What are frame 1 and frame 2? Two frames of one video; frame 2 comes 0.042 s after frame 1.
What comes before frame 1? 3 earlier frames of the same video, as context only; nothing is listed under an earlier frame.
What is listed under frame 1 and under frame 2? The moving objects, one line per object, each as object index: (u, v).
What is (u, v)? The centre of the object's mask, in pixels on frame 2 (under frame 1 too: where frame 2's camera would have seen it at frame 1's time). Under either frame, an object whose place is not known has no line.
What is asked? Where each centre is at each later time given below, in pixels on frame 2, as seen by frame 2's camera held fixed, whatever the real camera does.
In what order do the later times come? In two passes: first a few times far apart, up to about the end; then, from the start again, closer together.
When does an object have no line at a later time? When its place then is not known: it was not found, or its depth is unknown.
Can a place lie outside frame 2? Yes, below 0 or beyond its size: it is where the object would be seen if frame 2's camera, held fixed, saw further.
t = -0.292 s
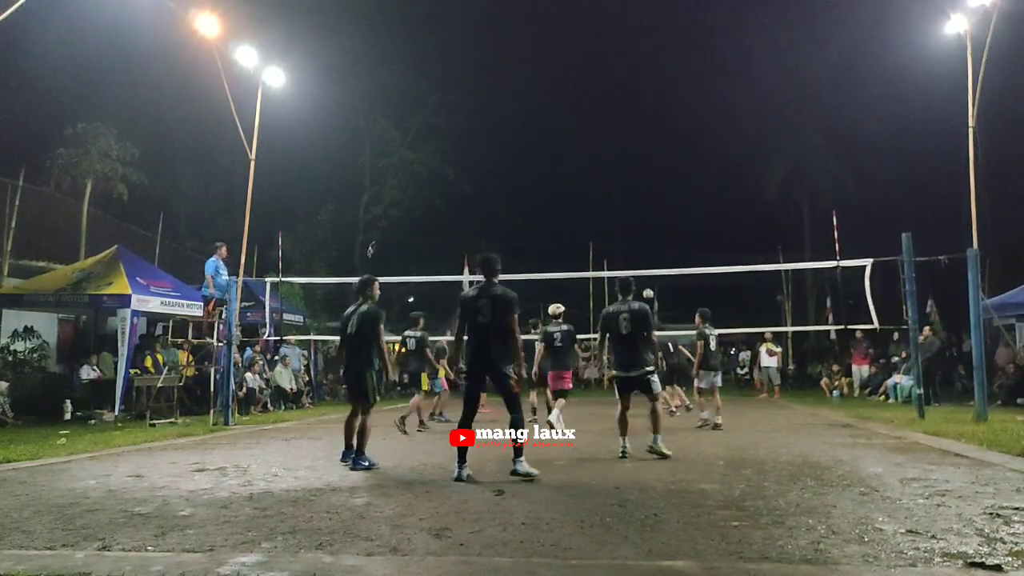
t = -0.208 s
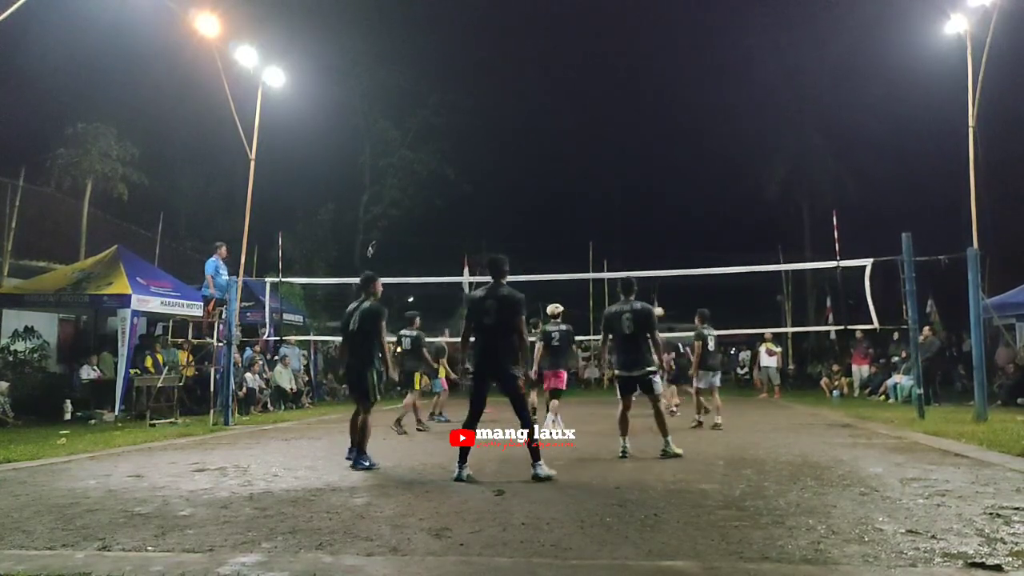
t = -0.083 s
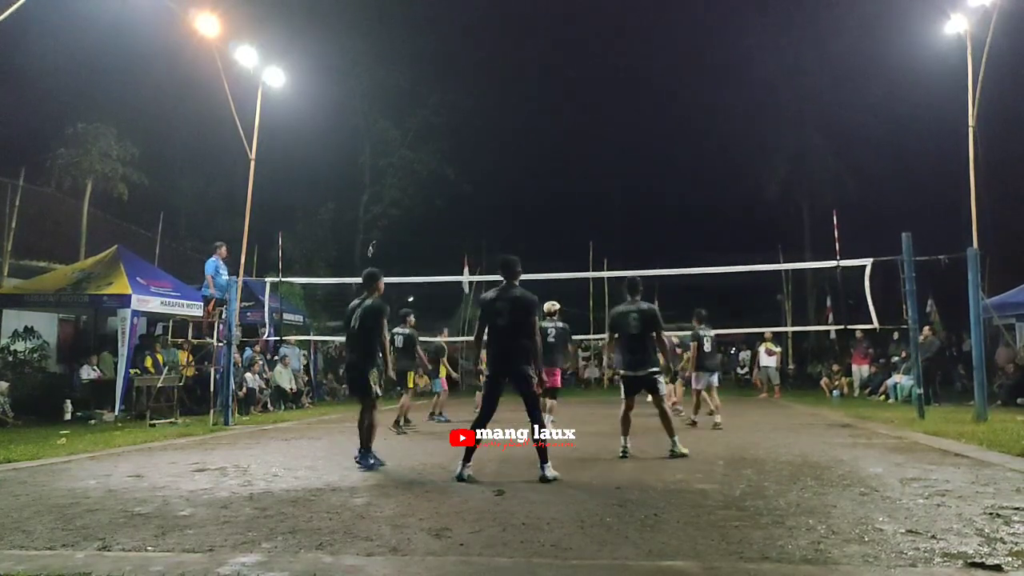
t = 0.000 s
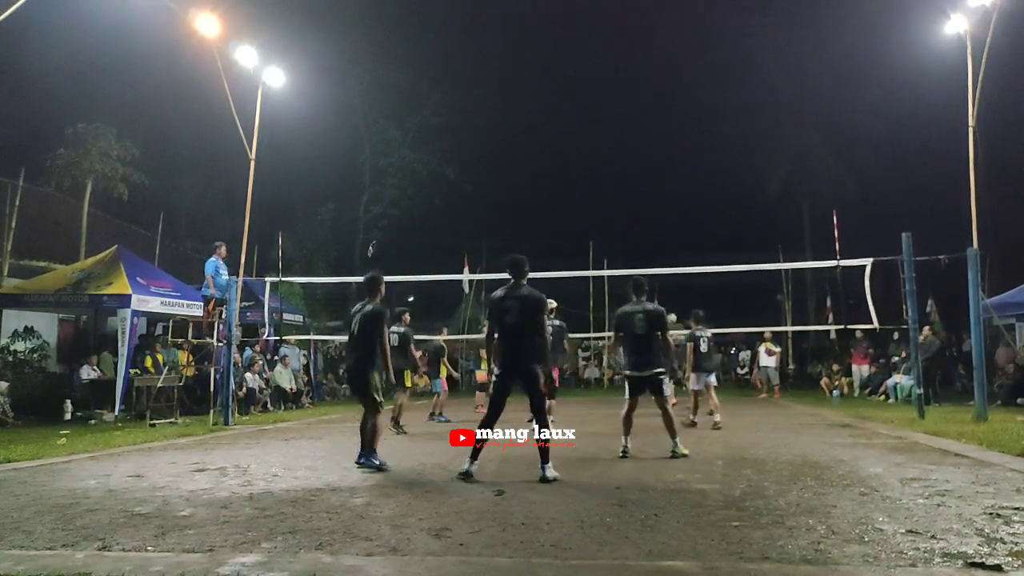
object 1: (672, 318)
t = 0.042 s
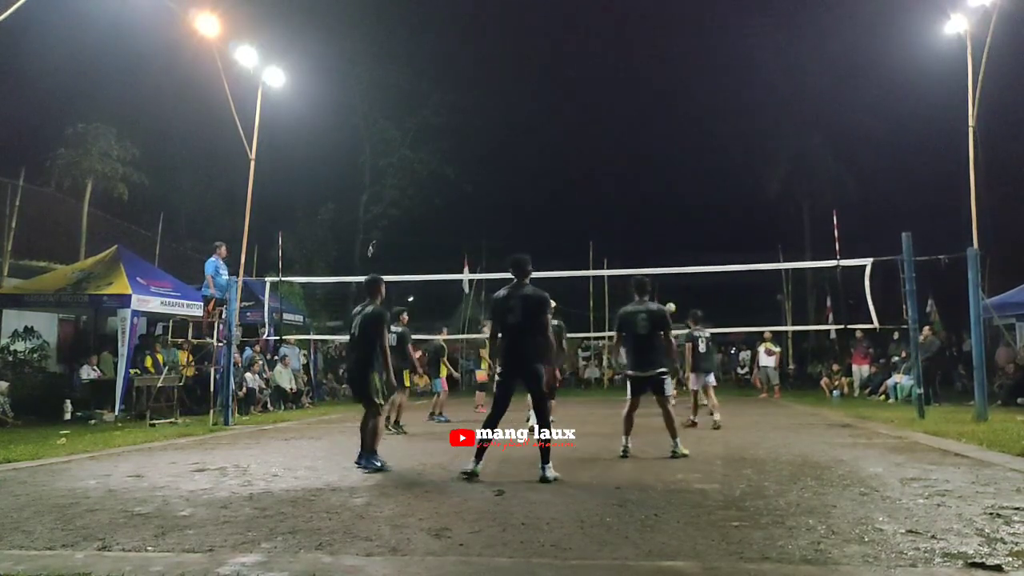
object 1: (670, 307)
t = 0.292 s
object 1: (660, 241)
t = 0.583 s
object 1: (647, 194)
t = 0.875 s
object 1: (636, 187)
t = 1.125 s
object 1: (627, 214)
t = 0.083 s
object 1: (668, 292)
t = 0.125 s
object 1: (667, 282)
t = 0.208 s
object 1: (663, 260)
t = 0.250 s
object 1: (661, 248)
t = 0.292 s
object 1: (660, 241)
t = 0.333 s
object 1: (658, 230)
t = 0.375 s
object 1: (657, 224)
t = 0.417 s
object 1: (654, 215)
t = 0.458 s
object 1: (653, 210)
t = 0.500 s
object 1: (651, 203)
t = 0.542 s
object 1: (649, 199)
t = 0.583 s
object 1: (647, 194)
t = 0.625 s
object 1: (646, 191)
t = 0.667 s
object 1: (644, 188)
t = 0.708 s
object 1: (643, 187)
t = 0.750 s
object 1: (641, 185)
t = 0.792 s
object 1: (640, 185)
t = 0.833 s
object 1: (638, 185)
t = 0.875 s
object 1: (636, 187)
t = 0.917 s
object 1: (635, 188)
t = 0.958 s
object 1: (633, 192)
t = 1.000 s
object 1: (632, 195)
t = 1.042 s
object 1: (630, 201)
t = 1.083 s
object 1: (629, 206)
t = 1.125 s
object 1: (627, 214)
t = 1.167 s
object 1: (626, 220)
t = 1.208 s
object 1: (624, 230)
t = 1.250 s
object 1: (623, 238)
